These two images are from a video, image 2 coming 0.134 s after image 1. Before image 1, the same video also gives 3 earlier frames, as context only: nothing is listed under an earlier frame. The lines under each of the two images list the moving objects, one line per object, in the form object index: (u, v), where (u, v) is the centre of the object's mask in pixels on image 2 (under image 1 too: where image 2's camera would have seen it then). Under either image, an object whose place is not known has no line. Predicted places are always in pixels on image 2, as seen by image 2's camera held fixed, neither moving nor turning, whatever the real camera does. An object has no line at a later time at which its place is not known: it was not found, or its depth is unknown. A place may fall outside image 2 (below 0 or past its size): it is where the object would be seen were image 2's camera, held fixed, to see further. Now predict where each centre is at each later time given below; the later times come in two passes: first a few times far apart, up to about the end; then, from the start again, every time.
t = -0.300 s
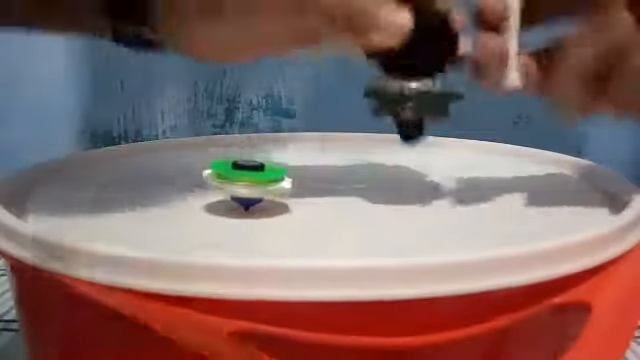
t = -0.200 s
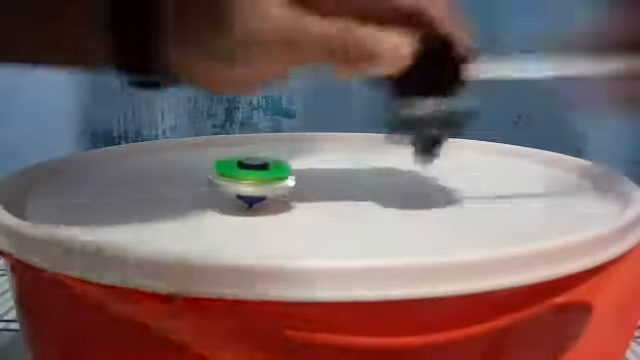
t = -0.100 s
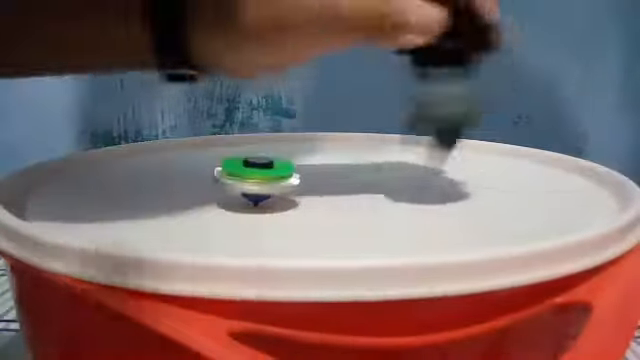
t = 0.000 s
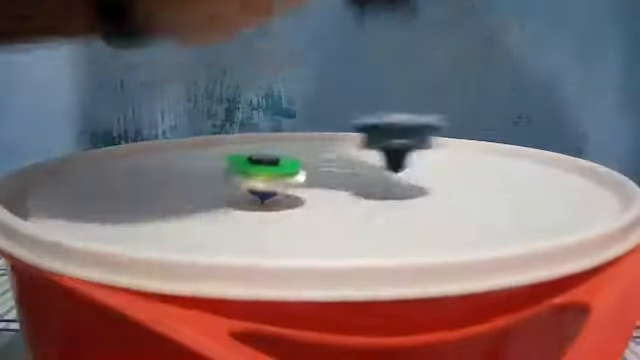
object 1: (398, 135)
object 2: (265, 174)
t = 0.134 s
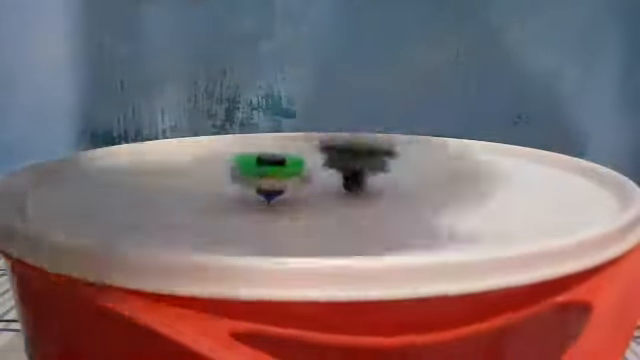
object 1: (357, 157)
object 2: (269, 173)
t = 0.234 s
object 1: (366, 155)
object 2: (181, 177)
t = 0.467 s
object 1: (364, 137)
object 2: (65, 178)
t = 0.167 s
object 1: (345, 155)
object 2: (271, 172)
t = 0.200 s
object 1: (348, 155)
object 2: (256, 176)
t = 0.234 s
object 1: (366, 155)
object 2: (181, 177)
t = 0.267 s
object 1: (375, 149)
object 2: (125, 176)
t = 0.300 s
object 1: (379, 146)
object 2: (92, 174)
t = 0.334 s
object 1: (378, 144)
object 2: (75, 175)
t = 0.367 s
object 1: (374, 142)
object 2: (72, 175)
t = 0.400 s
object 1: (371, 140)
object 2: (68, 176)
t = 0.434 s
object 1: (367, 138)
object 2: (67, 177)
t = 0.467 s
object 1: (364, 137)
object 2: (65, 178)
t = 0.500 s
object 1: (361, 135)
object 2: (64, 178)
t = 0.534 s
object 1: (357, 133)
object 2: (62, 179)
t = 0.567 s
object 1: (353, 132)
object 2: (62, 179)
